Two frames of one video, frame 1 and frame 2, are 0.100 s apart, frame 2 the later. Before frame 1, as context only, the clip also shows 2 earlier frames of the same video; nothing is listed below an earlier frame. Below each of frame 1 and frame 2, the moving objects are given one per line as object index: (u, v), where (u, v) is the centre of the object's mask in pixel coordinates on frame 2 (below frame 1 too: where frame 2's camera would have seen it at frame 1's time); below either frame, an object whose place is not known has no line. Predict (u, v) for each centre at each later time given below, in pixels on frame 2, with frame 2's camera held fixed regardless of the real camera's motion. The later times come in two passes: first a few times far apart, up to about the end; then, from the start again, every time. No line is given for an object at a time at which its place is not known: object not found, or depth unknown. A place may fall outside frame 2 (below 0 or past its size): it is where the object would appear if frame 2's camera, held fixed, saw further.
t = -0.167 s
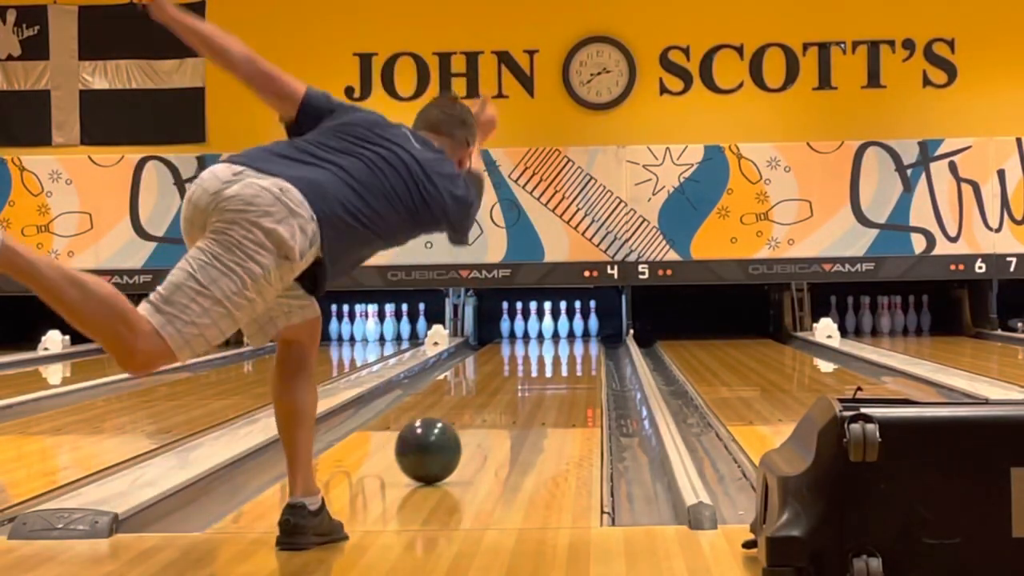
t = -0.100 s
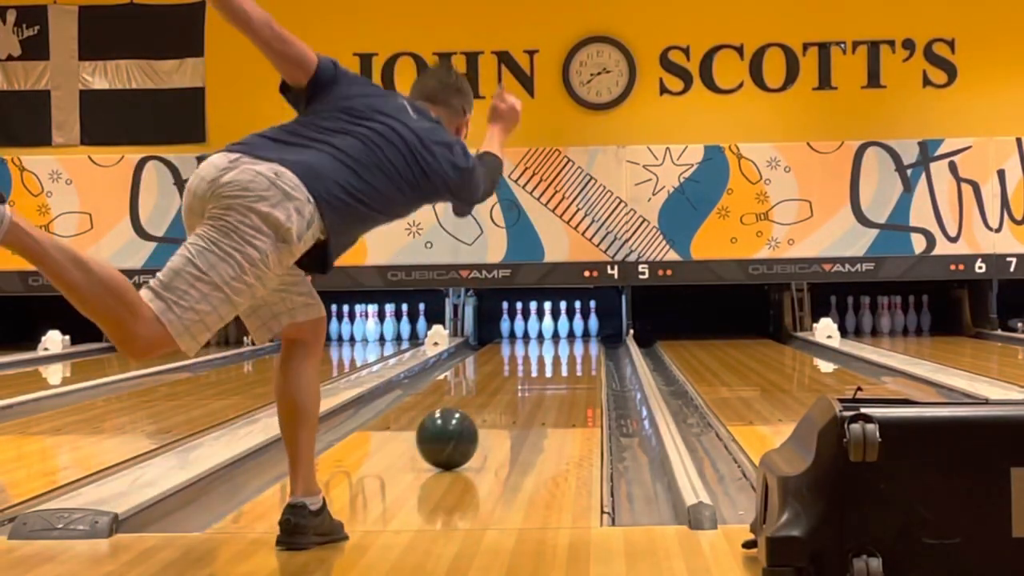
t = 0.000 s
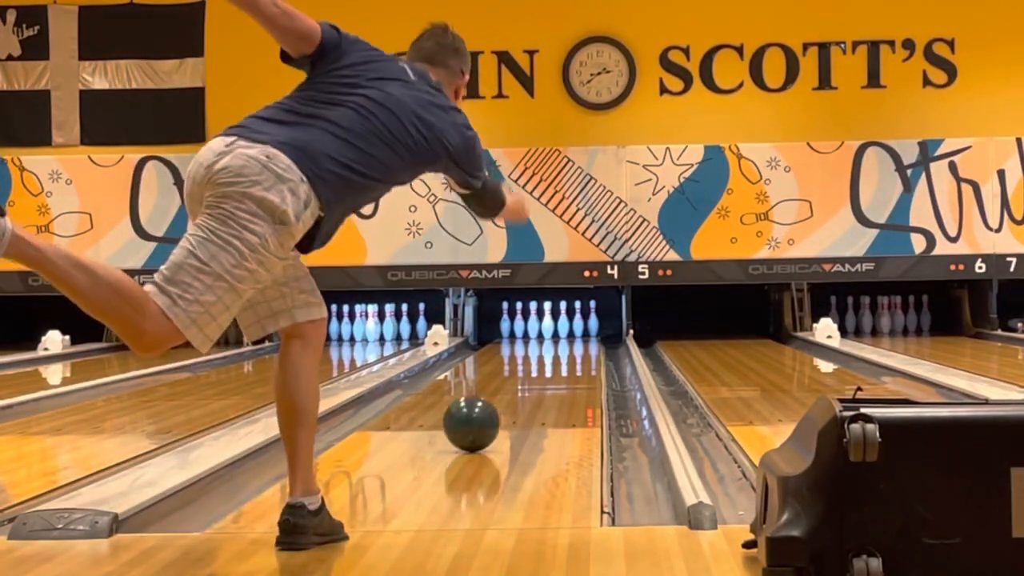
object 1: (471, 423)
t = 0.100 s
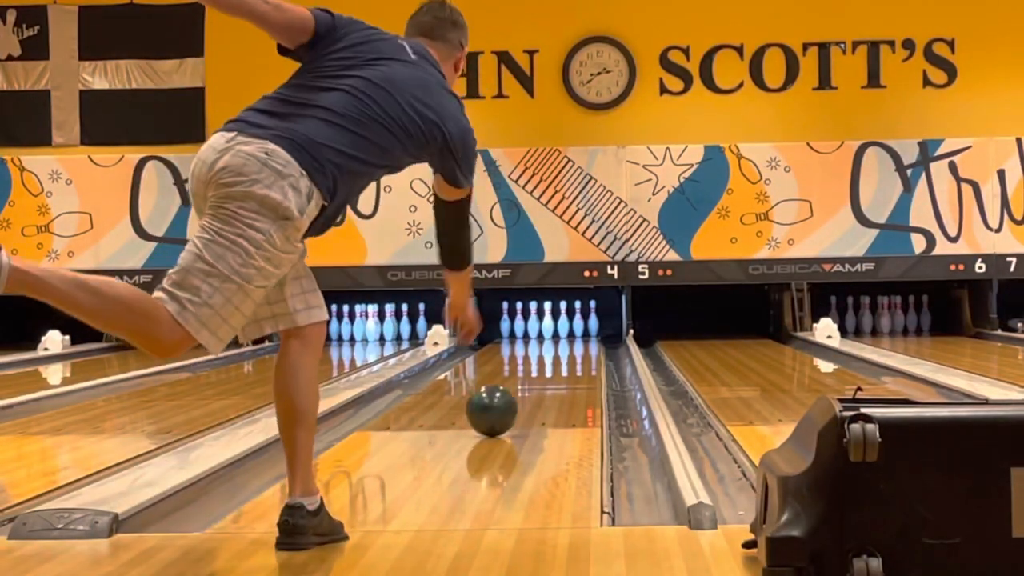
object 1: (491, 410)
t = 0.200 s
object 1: (508, 400)
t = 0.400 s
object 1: (534, 382)
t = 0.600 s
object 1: (553, 369)
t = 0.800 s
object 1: (567, 358)
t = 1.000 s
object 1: (577, 350)
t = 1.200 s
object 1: (582, 344)
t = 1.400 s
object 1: (581, 338)
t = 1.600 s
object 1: (574, 334)
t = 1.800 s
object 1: (563, 330)
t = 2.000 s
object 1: (554, 328)
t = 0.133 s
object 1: (497, 406)
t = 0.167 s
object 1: (503, 402)
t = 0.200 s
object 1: (508, 400)
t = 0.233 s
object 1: (513, 397)
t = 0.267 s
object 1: (518, 393)
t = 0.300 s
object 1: (522, 390)
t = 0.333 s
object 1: (526, 387)
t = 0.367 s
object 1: (530, 385)
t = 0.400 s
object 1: (534, 382)
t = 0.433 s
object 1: (538, 380)
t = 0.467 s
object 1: (541, 377)
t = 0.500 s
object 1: (544, 375)
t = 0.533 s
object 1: (548, 373)
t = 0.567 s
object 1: (551, 371)
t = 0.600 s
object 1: (553, 369)
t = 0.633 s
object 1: (556, 367)
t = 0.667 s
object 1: (559, 365)
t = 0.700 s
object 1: (561, 363)
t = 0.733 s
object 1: (563, 362)
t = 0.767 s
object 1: (565, 360)
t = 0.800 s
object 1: (567, 358)
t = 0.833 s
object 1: (569, 357)
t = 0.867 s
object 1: (571, 355)
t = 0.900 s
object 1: (573, 353)
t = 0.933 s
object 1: (574, 353)
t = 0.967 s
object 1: (575, 352)
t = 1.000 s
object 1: (577, 350)
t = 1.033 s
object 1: (578, 349)
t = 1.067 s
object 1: (579, 348)
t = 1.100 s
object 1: (580, 347)
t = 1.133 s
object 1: (581, 346)
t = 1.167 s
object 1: (582, 345)
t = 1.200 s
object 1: (582, 344)
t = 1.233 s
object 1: (583, 343)
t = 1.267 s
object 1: (582, 342)
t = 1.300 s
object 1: (583, 341)
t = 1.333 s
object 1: (582, 340)
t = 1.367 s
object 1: (582, 339)
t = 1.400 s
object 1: (581, 338)
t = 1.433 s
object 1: (581, 338)
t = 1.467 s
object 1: (580, 337)
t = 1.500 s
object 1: (579, 336)
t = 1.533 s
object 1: (578, 335)
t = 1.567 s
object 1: (576, 335)
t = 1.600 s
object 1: (574, 334)
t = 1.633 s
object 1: (573, 333)
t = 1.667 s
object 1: (571, 333)
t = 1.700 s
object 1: (569, 332)
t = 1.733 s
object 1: (566, 331)
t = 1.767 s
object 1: (565, 331)
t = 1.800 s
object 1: (563, 330)
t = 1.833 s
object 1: (560, 330)
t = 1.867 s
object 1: (559, 329)
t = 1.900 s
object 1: (556, 329)
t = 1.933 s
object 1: (555, 328)
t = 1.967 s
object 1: (555, 328)
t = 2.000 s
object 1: (554, 328)
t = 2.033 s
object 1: (554, 328)
